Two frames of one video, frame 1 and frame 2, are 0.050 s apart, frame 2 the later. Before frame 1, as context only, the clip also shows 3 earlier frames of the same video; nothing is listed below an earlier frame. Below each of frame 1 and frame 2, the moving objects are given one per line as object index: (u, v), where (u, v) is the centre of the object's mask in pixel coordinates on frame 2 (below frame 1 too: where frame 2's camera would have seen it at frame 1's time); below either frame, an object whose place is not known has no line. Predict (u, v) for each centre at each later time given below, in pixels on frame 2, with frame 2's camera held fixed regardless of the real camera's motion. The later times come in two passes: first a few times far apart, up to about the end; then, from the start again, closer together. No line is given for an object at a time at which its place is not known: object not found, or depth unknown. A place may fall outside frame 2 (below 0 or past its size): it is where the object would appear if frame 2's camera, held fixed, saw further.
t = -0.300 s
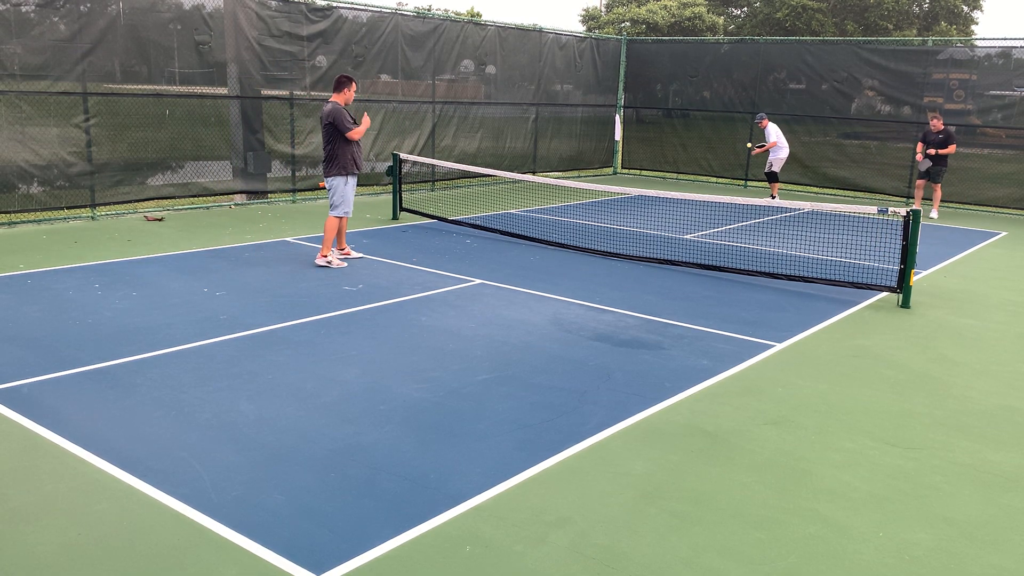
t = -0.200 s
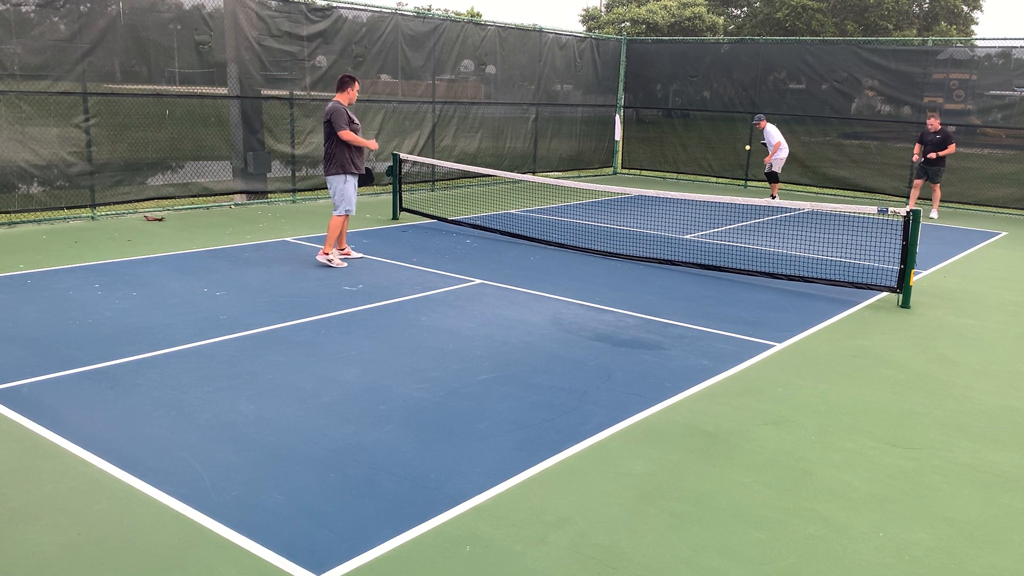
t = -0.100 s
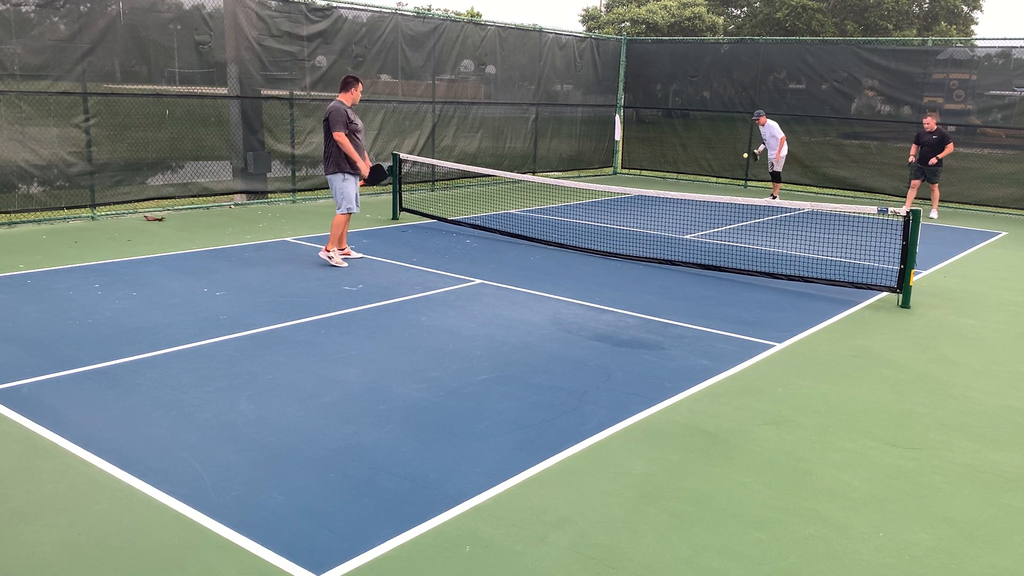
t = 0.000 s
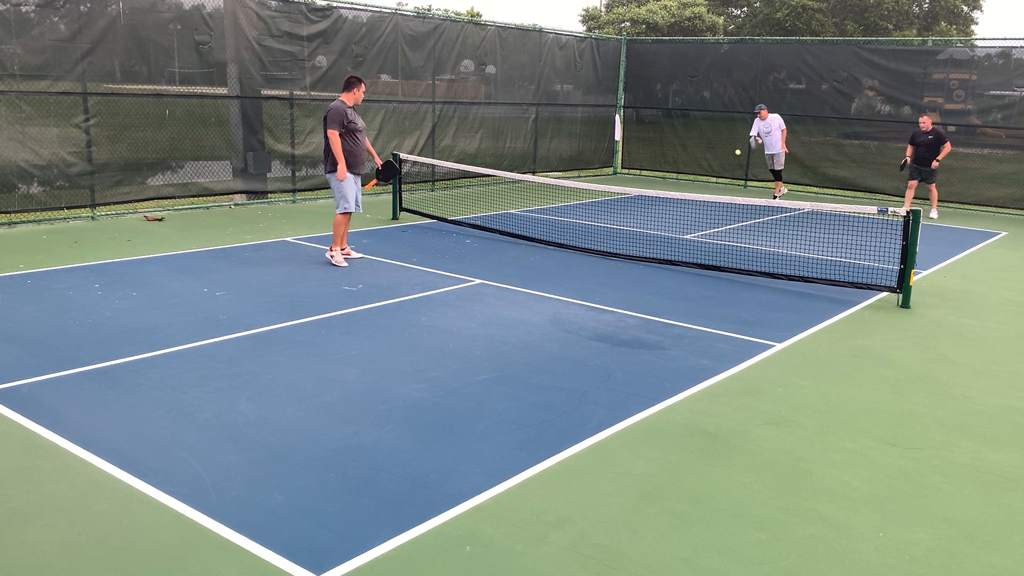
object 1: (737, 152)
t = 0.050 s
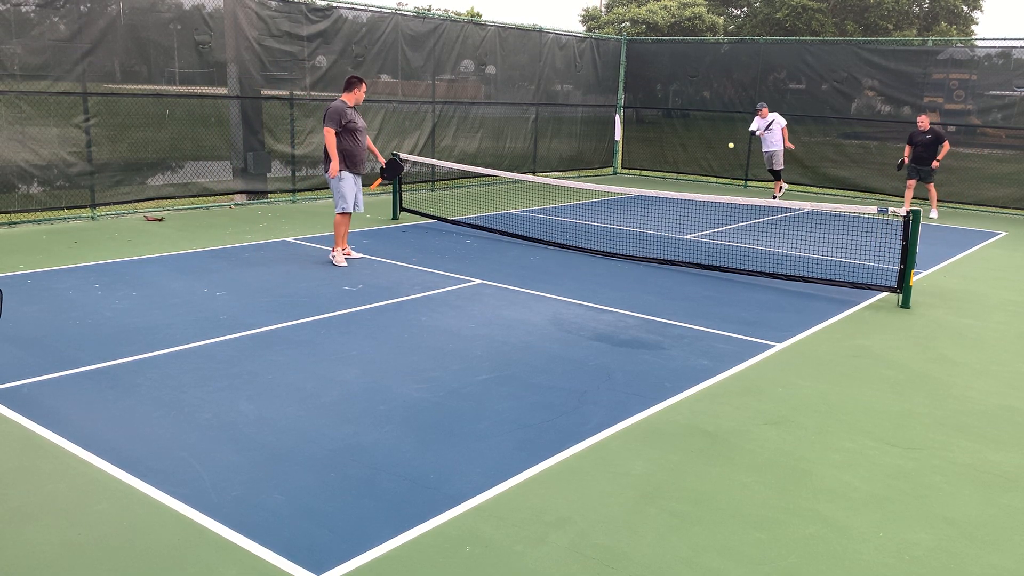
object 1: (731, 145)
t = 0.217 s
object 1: (700, 133)
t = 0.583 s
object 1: (568, 204)
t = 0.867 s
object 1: (385, 368)
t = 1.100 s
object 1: (194, 382)
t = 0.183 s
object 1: (707, 134)
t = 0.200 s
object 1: (704, 133)
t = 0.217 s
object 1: (700, 133)
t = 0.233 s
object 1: (696, 133)
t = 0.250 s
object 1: (692, 133)
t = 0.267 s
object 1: (688, 133)
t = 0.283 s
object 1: (683, 134)
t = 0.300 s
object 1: (678, 135)
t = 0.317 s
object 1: (674, 136)
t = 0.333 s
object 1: (669, 137)
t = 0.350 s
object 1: (664, 139)
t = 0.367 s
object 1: (658, 141)
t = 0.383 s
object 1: (653, 143)
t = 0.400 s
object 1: (647, 146)
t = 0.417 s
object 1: (641, 149)
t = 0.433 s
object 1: (635, 153)
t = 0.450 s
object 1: (628, 157)
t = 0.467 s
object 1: (622, 161)
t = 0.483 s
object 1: (614, 166)
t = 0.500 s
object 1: (608, 171)
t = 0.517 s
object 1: (600, 177)
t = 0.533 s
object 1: (593, 183)
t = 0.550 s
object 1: (584, 190)
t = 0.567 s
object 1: (576, 197)
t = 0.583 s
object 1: (568, 204)
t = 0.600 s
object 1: (559, 213)
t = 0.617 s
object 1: (550, 222)
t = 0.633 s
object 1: (541, 231)
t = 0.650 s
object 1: (531, 241)
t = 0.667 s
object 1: (521, 252)
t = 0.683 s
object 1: (511, 264)
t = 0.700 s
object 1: (500, 276)
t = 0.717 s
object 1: (489, 290)
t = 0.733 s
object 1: (477, 304)
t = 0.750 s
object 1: (465, 319)
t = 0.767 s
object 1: (453, 335)
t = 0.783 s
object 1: (440, 351)
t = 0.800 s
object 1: (426, 370)
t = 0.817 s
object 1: (414, 378)
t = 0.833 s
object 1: (405, 374)
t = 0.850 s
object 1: (395, 371)
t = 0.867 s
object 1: (385, 368)
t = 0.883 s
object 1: (374, 365)
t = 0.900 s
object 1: (363, 363)
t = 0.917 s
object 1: (352, 362)
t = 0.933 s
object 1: (341, 360)
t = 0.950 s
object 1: (328, 360)
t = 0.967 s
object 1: (315, 360)
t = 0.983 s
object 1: (302, 360)
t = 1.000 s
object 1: (289, 361)
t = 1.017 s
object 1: (274, 363)
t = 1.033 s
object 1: (260, 365)
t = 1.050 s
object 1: (244, 368)
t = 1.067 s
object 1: (228, 372)
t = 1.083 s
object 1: (211, 377)
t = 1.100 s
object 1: (194, 382)
